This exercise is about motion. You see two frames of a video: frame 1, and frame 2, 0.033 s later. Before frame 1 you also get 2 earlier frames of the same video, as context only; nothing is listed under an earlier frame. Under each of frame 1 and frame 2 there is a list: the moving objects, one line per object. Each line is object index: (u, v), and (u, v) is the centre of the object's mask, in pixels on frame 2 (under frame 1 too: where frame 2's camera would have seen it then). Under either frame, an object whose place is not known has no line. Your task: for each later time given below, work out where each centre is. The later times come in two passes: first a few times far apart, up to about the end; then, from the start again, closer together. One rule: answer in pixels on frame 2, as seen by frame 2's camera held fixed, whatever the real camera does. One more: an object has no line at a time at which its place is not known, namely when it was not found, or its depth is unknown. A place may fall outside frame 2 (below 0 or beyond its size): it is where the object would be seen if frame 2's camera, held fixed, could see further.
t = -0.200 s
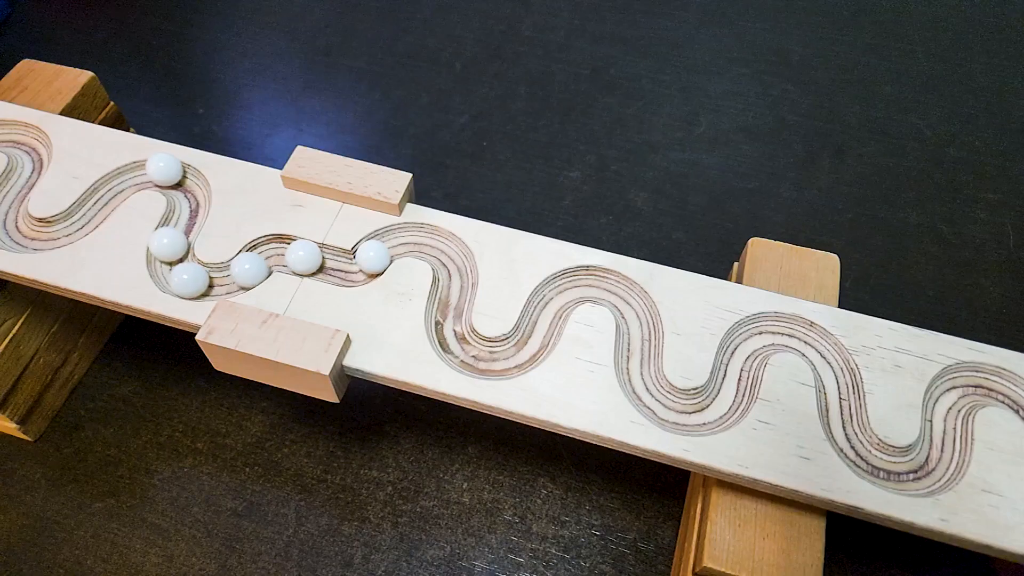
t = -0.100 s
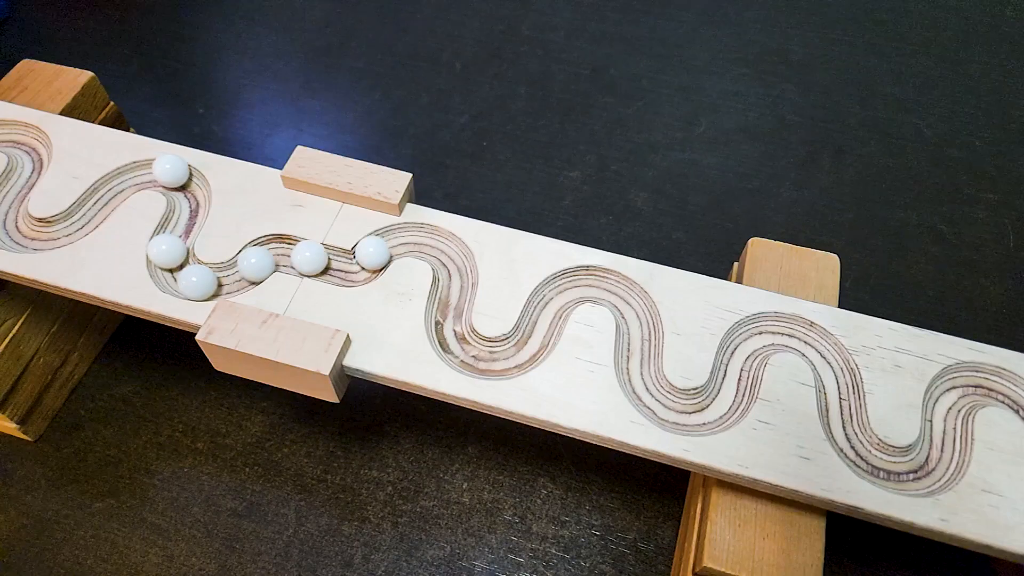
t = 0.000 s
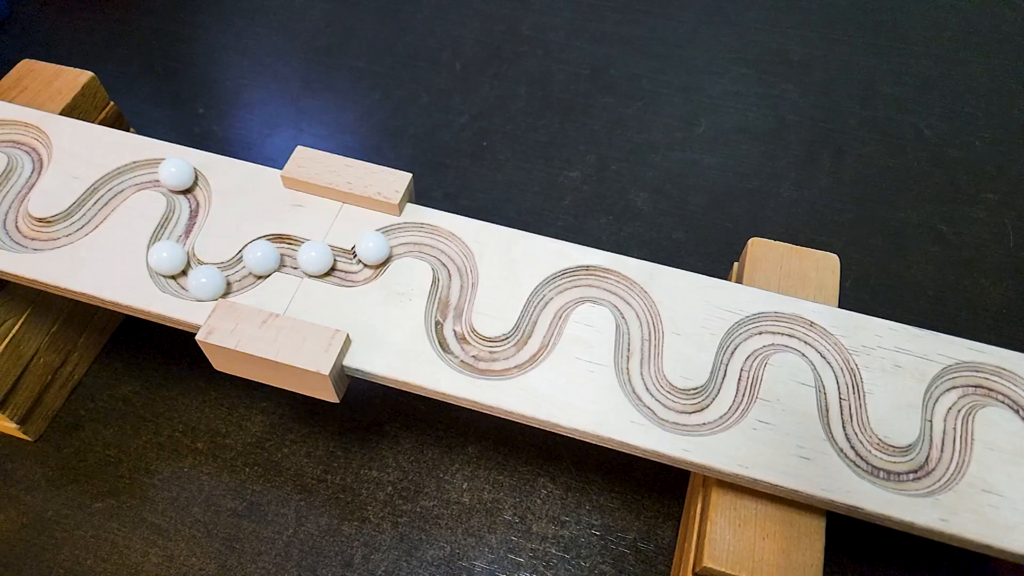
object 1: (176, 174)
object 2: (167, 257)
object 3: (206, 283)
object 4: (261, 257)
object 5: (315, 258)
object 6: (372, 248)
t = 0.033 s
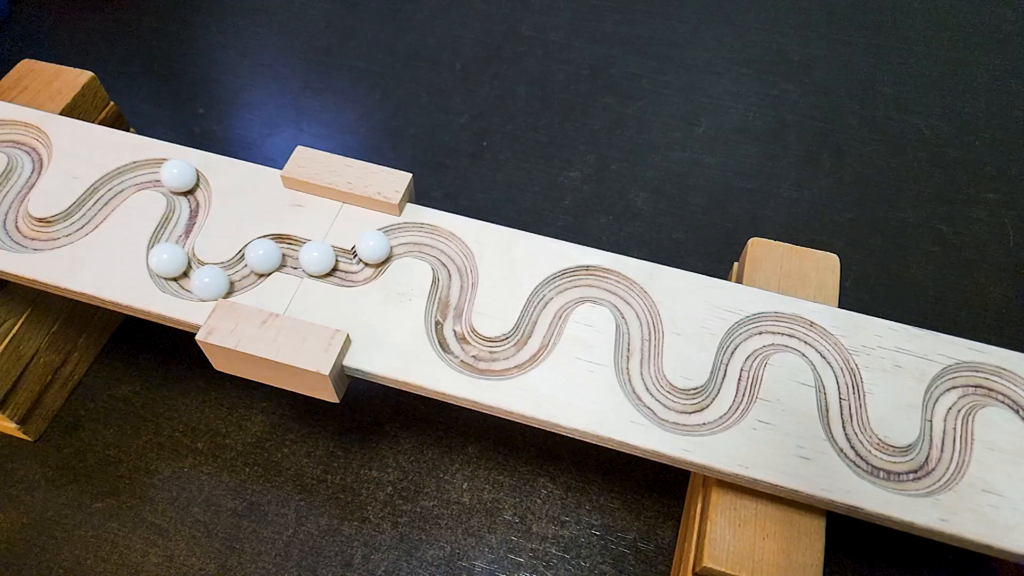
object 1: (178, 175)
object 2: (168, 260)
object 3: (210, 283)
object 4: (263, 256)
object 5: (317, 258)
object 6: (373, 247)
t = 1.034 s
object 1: (171, 236)
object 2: (235, 277)
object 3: (266, 250)
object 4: (315, 261)
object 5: (369, 261)
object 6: (412, 234)
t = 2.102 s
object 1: (213, 282)
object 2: (281, 247)
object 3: (324, 260)
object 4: (373, 257)
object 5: (411, 238)
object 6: (453, 258)
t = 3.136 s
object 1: (279, 240)
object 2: (334, 263)
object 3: (371, 257)
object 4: (402, 237)
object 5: (457, 262)
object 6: (445, 309)
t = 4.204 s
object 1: (331, 262)
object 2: (372, 258)
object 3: (421, 237)
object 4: (452, 253)
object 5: (446, 323)
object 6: (482, 357)
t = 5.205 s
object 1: (370, 255)
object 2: (403, 239)
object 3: (459, 271)
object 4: (448, 307)
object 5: (494, 360)
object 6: (540, 328)
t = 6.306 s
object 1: (412, 235)
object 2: (457, 259)
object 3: (451, 335)
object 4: (481, 358)
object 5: (545, 309)
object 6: (589, 280)
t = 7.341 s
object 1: (454, 261)
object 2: (446, 321)
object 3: (519, 355)
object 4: (541, 325)
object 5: (605, 283)
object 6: (642, 326)
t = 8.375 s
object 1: (446, 317)
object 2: (496, 359)
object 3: (554, 295)
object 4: (590, 280)
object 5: (639, 343)
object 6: (658, 401)
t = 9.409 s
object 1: (494, 358)
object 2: (545, 311)
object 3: (614, 288)
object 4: (643, 333)
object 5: (679, 411)
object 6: (738, 388)
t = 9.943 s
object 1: (531, 345)
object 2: (569, 285)
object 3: (641, 312)
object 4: (638, 373)
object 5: (725, 405)
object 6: (742, 344)
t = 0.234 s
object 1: (187, 185)
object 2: (174, 272)
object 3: (229, 280)
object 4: (272, 243)
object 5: (327, 260)
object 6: (378, 243)
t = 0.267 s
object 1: (188, 186)
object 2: (176, 273)
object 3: (232, 279)
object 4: (273, 242)
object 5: (329, 261)
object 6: (379, 243)
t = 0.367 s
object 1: (190, 192)
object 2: (181, 278)
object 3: (241, 274)
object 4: (277, 239)
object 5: (334, 263)
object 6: (383, 244)
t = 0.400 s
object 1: (191, 194)
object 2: (183, 279)
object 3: (244, 273)
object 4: (278, 239)
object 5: (336, 264)
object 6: (384, 244)
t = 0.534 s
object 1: (191, 202)
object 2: (194, 282)
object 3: (254, 265)
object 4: (284, 241)
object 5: (343, 267)
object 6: (391, 243)
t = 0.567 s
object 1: (190, 205)
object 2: (197, 282)
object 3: (255, 264)
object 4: (285, 242)
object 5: (345, 268)
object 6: (392, 242)
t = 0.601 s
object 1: (190, 206)
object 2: (200, 283)
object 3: (255, 264)
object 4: (287, 242)
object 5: (347, 268)
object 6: (394, 242)
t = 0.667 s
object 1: (188, 211)
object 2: (206, 282)
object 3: (255, 263)
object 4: (291, 244)
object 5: (351, 269)
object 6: (397, 241)
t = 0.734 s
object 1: (186, 215)
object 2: (213, 282)
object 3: (255, 261)
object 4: (295, 248)
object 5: (355, 269)
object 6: (400, 239)
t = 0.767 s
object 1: (185, 217)
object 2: (216, 281)
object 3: (254, 260)
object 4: (298, 249)
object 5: (356, 269)
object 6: (401, 239)
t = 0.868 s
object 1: (180, 224)
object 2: (226, 279)
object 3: (256, 257)
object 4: (305, 255)
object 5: (362, 267)
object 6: (405, 237)
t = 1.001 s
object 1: (173, 233)
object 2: (234, 278)
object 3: (264, 251)
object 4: (313, 260)
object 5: (368, 263)
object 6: (410, 234)
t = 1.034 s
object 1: (171, 236)
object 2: (235, 277)
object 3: (266, 250)
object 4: (315, 261)
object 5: (369, 261)
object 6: (412, 234)
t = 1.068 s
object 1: (169, 238)
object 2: (237, 276)
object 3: (268, 249)
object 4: (317, 262)
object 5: (369, 260)
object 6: (413, 234)
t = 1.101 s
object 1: (168, 240)
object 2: (239, 276)
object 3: (270, 248)
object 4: (319, 262)
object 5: (370, 259)
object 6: (415, 234)
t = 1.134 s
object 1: (166, 242)
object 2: (240, 275)
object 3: (272, 247)
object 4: (321, 263)
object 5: (371, 257)
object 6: (416, 235)
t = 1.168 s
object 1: (165, 244)
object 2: (242, 274)
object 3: (274, 246)
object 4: (323, 263)
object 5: (371, 256)
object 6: (417, 235)
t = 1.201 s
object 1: (165, 246)
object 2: (244, 273)
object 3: (276, 246)
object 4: (325, 264)
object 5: (372, 255)
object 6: (418, 236)
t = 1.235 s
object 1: (164, 248)
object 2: (245, 272)
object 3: (278, 246)
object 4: (328, 264)
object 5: (372, 253)
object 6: (420, 237)
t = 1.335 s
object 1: (164, 254)
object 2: (249, 269)
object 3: (283, 246)
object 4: (335, 264)
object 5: (374, 248)
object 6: (424, 239)
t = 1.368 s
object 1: (164, 256)
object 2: (251, 267)
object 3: (285, 247)
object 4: (338, 265)
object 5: (374, 247)
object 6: (426, 240)
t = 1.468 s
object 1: (167, 263)
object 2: (254, 263)
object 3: (290, 250)
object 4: (345, 265)
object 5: (377, 244)
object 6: (431, 242)
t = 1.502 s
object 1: (168, 265)
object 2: (255, 261)
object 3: (291, 251)
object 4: (349, 265)
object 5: (378, 243)
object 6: (433, 242)
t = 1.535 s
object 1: (170, 266)
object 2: (257, 260)
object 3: (293, 253)
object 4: (351, 265)
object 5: (380, 242)
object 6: (434, 243)
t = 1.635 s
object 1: (176, 272)
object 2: (260, 255)
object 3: (297, 256)
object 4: (359, 267)
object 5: (385, 242)
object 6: (439, 245)
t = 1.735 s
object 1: (182, 276)
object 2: (264, 251)
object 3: (302, 259)
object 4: (365, 265)
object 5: (390, 241)
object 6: (444, 246)
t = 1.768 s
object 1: (184, 278)
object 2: (265, 250)
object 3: (304, 259)
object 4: (366, 264)
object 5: (392, 241)
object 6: (446, 247)
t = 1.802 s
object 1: (187, 279)
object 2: (267, 248)
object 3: (306, 259)
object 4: (368, 263)
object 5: (394, 241)
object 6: (447, 247)
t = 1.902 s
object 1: (195, 281)
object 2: (271, 246)
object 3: (311, 260)
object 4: (370, 260)
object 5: (400, 240)
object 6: (451, 249)
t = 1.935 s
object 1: (198, 282)
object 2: (273, 246)
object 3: (313, 260)
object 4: (371, 259)
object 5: (401, 240)
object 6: (451, 251)
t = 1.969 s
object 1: (201, 282)
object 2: (275, 245)
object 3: (316, 260)
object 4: (372, 259)
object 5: (403, 239)
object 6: (452, 252)
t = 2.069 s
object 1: (210, 282)
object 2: (280, 246)
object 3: (322, 260)
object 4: (373, 257)
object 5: (409, 238)
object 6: (453, 256)
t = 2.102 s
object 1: (213, 282)
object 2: (281, 247)
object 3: (324, 260)
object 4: (373, 257)
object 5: (411, 238)
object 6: (453, 258)
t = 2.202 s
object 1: (224, 281)
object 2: (285, 251)
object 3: (331, 260)
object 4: (372, 254)
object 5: (417, 235)
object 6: (454, 263)
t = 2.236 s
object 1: (227, 280)
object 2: (287, 252)
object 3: (333, 260)
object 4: (371, 253)
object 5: (418, 235)
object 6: (454, 264)
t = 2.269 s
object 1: (230, 279)
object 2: (288, 253)
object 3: (335, 261)
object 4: (371, 251)
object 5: (420, 235)
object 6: (454, 266)
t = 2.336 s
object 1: (237, 276)
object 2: (291, 255)
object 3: (338, 263)
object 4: (372, 248)
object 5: (423, 235)
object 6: (454, 270)
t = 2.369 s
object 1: (239, 275)
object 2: (292, 256)
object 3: (340, 263)
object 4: (372, 247)
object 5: (425, 236)
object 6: (455, 272)
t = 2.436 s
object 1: (245, 272)
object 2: (295, 257)
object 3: (344, 265)
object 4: (374, 246)
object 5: (428, 237)
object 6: (455, 275)
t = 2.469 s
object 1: (248, 270)
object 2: (297, 257)
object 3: (346, 266)
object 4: (375, 245)
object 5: (430, 238)
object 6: (456, 277)
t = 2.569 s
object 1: (254, 264)
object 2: (302, 258)
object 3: (352, 269)
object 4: (378, 244)
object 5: (434, 242)
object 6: (456, 282)
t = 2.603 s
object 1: (256, 262)
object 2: (304, 258)
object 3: (354, 269)
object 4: (379, 244)
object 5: (435, 243)
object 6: (457, 283)
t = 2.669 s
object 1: (260, 258)
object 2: (308, 258)
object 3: (357, 269)
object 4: (382, 244)
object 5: (438, 245)
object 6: (456, 286)
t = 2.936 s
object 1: (271, 242)
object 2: (324, 258)
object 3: (367, 264)
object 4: (394, 241)
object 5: (451, 253)
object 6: (451, 299)
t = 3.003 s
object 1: (273, 240)
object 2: (328, 260)
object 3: (369, 262)
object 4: (397, 240)
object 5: (454, 256)
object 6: (448, 302)
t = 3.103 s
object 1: (277, 240)
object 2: (333, 262)
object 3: (370, 258)
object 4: (401, 238)
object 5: (456, 260)
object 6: (446, 307)
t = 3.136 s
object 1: (279, 240)
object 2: (334, 263)
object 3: (371, 257)
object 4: (402, 237)
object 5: (457, 262)
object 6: (445, 309)
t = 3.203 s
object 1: (282, 242)
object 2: (335, 265)
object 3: (373, 253)
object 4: (404, 236)
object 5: (457, 265)
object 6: (445, 312)
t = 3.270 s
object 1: (285, 245)
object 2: (337, 266)
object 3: (375, 250)
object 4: (407, 235)
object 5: (457, 269)
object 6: (445, 316)
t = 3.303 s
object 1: (287, 248)
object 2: (337, 267)
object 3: (376, 249)
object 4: (408, 235)
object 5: (457, 271)
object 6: (446, 317)
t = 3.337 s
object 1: (288, 250)
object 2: (338, 267)
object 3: (377, 247)
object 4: (410, 235)
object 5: (457, 273)
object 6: (446, 319)
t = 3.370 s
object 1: (289, 251)
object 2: (339, 267)
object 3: (378, 246)
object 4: (411, 235)
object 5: (456, 275)
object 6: (447, 321)
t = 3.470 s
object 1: (292, 255)
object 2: (343, 268)
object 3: (382, 243)
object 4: (416, 236)
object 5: (454, 280)
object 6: (449, 327)
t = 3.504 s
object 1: (294, 255)
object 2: (344, 268)
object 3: (383, 241)
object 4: (418, 237)
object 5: (454, 282)
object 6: (450, 329)
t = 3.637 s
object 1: (300, 257)
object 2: (350, 268)
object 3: (389, 239)
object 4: (425, 240)
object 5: (452, 289)
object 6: (453, 336)
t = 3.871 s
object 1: (313, 257)
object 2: (362, 266)
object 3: (401, 239)
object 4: (438, 244)
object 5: (451, 303)
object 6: (461, 348)
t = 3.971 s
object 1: (319, 257)
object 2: (367, 264)
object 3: (407, 239)
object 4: (444, 246)
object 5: (450, 308)
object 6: (466, 352)
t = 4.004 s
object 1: (321, 257)
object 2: (368, 263)
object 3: (409, 238)
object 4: (445, 246)
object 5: (450, 310)
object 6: (468, 353)
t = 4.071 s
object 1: (325, 258)
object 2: (370, 261)
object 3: (413, 238)
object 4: (448, 248)
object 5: (449, 315)
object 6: (473, 355)
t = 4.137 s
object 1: (328, 260)
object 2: (371, 259)
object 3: (417, 237)
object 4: (450, 250)
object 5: (448, 319)
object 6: (477, 356)
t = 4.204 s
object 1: (331, 262)
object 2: (372, 258)
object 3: (421, 237)
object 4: (452, 253)
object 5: (446, 323)
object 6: (482, 357)
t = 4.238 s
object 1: (333, 263)
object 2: (373, 257)
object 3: (423, 236)
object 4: (453, 254)
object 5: (446, 324)
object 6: (484, 358)
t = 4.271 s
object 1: (335, 263)
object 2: (373, 256)
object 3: (425, 236)
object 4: (453, 256)
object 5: (446, 326)
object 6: (487, 358)
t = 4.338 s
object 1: (338, 265)
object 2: (373, 255)
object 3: (428, 236)
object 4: (454, 260)
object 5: (446, 329)
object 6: (492, 358)
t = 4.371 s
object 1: (339, 266)
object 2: (373, 254)
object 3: (430, 237)
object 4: (454, 261)
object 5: (447, 331)
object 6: (495, 358)
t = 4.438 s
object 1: (343, 268)
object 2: (373, 251)
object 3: (433, 238)
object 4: (455, 265)
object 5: (448, 334)
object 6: (500, 358)
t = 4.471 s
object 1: (345, 268)
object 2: (373, 250)
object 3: (434, 240)
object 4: (455, 266)
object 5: (449, 336)
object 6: (502, 358)
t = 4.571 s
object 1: (350, 269)
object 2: (374, 246)
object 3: (438, 243)
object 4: (455, 272)
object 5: (454, 341)
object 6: (510, 357)
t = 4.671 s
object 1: (356, 269)
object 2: (377, 244)
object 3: (442, 247)
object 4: (456, 278)
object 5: (459, 344)
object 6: (518, 355)
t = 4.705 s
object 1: (357, 268)
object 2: (377, 243)
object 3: (444, 248)
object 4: (456, 280)
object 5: (461, 346)
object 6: (520, 354)
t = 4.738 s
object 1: (359, 267)
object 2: (378, 242)
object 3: (445, 249)
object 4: (456, 282)
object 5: (463, 347)
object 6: (522, 353)
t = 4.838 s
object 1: (363, 266)
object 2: (384, 241)
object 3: (450, 253)
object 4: (456, 287)
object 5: (469, 352)
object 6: (528, 349)
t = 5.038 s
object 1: (369, 261)
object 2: (394, 240)
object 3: (456, 262)
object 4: (452, 298)
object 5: (482, 358)
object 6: (536, 338)
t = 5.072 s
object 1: (369, 260)
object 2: (396, 240)
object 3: (457, 264)
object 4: (451, 300)
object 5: (484, 359)
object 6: (537, 337)
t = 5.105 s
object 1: (369, 259)
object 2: (398, 240)
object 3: (458, 265)
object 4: (450, 301)
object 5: (487, 359)
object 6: (538, 334)
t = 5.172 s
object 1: (370, 256)
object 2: (401, 239)
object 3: (458, 269)
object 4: (448, 305)
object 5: (492, 360)
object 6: (539, 330)
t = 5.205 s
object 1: (370, 255)
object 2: (403, 239)
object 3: (459, 271)
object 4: (448, 307)
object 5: (494, 360)
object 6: (540, 328)
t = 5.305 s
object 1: (371, 252)
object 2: (408, 237)
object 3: (459, 276)
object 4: (445, 312)
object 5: (502, 359)
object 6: (541, 321)
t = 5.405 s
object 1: (373, 248)
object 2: (414, 236)
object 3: (457, 282)
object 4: (445, 317)
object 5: (509, 357)
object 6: (543, 315)
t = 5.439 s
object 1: (374, 248)
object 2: (416, 235)
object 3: (456, 283)
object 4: (445, 319)
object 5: (512, 356)
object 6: (544, 312)
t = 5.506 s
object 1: (376, 247)
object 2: (419, 236)
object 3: (454, 287)
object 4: (447, 323)
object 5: (517, 354)
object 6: (546, 308)
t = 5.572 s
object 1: (379, 246)
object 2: (423, 236)
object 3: (452, 290)
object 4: (448, 326)
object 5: (522, 352)
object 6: (547, 304)
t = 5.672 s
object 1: (383, 245)
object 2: (428, 239)
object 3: (449, 296)
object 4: (451, 332)
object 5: (528, 348)
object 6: (551, 299)
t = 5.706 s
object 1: (385, 244)
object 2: (430, 240)
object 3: (448, 298)
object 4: (452, 334)
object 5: (530, 346)
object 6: (553, 298)
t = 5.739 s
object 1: (386, 244)
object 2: (432, 241)
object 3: (448, 299)
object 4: (453, 336)
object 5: (532, 345)
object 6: (554, 296)
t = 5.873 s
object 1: (392, 242)
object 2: (438, 244)
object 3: (447, 307)
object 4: (457, 344)
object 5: (537, 338)
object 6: (560, 290)
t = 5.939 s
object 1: (395, 241)
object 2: (442, 247)
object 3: (447, 312)
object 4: (459, 347)
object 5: (539, 333)
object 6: (564, 288)
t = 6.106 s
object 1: (403, 237)
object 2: (451, 251)
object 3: (448, 322)
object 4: (468, 353)
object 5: (542, 323)
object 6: (575, 283)
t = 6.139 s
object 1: (404, 237)
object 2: (452, 253)
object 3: (448, 324)
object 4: (470, 354)
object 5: (543, 321)
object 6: (577, 282)
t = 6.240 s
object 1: (409, 235)
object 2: (455, 256)
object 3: (450, 331)
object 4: (476, 356)
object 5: (544, 313)
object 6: (584, 280)
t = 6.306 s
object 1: (412, 235)
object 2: (457, 259)
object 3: (451, 335)
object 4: (481, 358)
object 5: (545, 309)
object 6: (589, 280)
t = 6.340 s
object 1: (413, 235)
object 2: (457, 261)
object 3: (451, 337)
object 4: (484, 358)
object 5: (545, 307)
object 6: (591, 280)
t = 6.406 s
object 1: (416, 235)
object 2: (458, 265)
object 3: (453, 341)
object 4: (488, 358)
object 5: (547, 304)
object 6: (596, 280)
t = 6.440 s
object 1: (418, 236)
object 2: (458, 267)
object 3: (454, 342)
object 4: (491, 358)
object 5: (549, 302)
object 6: (598, 280)
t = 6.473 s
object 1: (420, 236)
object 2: (458, 269)
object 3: (455, 344)
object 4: (494, 358)
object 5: (550, 301)
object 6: (601, 281)
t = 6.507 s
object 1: (422, 237)
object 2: (457, 271)
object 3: (457, 346)
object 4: (497, 358)
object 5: (551, 299)
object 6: (603, 282)
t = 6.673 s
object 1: (430, 239)
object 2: (455, 281)
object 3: (466, 352)
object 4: (510, 357)
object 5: (559, 291)
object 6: (615, 287)
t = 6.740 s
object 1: (433, 241)
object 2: (454, 285)
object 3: (471, 354)
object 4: (516, 355)
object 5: (563, 288)
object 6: (620, 290)
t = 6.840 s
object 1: (438, 242)
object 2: (453, 291)
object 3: (479, 356)
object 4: (522, 352)
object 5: (569, 284)
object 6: (627, 294)
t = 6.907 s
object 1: (442, 244)
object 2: (452, 295)
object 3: (484, 357)
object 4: (526, 350)
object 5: (573, 283)
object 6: (630, 297)
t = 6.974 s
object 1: (444, 246)
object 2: (451, 299)
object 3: (489, 358)
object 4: (530, 347)
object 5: (577, 281)
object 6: (634, 300)
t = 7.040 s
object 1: (447, 248)
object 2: (451, 303)
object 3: (496, 359)
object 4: (533, 344)
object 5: (582, 281)
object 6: (637, 304)
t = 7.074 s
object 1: (448, 249)
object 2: (450, 305)
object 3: (498, 359)
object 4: (534, 342)
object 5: (584, 281)
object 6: (637, 306)
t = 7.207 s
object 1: (452, 254)
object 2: (448, 313)
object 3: (509, 358)
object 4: (537, 334)
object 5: (594, 281)
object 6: (641, 316)
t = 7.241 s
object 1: (453, 256)
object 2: (447, 315)
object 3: (512, 357)
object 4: (539, 332)
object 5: (597, 282)
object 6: (641, 318)
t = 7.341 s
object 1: (454, 261)
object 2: (446, 321)
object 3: (519, 355)
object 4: (541, 325)
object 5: (605, 283)
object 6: (642, 326)
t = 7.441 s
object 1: (455, 266)
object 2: (446, 326)
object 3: (525, 351)
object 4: (543, 318)
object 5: (612, 286)
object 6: (641, 334)
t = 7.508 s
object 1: (455, 270)
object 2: (447, 330)
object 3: (528, 347)
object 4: (545, 315)
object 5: (617, 288)
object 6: (641, 339)
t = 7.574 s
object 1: (456, 274)
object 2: (449, 333)
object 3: (532, 343)
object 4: (546, 310)
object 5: (622, 291)
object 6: (640, 343)
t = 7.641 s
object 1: (456, 277)
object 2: (452, 336)
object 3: (534, 339)
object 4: (548, 307)
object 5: (626, 293)
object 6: (639, 349)
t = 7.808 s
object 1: (456, 286)
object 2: (460, 345)
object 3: (540, 328)
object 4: (553, 296)
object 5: (635, 302)
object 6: (637, 362)
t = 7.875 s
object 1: (455, 289)
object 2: (463, 348)
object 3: (542, 324)
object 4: (556, 292)
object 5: (638, 307)
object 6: (637, 367)
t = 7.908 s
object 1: (454, 291)
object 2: (465, 350)
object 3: (543, 322)
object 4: (558, 291)
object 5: (639, 309)
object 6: (637, 370)
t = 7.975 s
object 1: (453, 295)
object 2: (469, 353)
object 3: (545, 317)
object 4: (561, 288)
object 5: (641, 313)
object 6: (638, 375)
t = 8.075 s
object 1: (451, 300)
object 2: (475, 356)
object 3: (547, 311)
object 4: (567, 285)
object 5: (642, 321)
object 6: (640, 382)
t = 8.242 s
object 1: (447, 310)
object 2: (486, 360)
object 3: (550, 301)
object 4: (579, 281)
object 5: (641, 333)
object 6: (648, 393)
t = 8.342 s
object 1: (446, 315)
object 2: (493, 360)
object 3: (553, 296)
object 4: (587, 280)
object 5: (640, 341)
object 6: (656, 399)
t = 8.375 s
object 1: (446, 317)
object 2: (496, 359)
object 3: (554, 295)
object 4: (590, 280)
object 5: (639, 343)
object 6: (658, 401)
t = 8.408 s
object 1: (446, 319)
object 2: (498, 359)
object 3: (555, 294)
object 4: (592, 280)
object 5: (639, 346)
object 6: (660, 403)
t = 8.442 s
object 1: (446, 321)
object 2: (501, 358)
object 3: (556, 293)
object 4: (595, 281)
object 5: (638, 348)
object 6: (663, 404)
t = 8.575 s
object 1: (449, 329)
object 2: (512, 355)
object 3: (563, 289)
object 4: (606, 282)
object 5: (636, 358)
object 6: (675, 410)
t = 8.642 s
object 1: (451, 333)
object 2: (517, 354)
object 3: (566, 287)
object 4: (611, 285)
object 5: (636, 363)
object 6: (682, 412)
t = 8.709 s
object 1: (453, 336)
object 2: (522, 352)
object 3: (570, 286)
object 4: (616, 287)
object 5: (637, 368)
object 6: (688, 413)
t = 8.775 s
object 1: (455, 340)
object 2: (526, 350)
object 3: (574, 284)
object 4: (621, 291)
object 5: (639, 374)
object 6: (695, 414)
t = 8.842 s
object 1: (458, 344)
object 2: (530, 347)
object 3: (578, 283)
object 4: (626, 294)
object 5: (641, 379)
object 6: (701, 414)
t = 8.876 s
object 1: (459, 346)
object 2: (532, 345)
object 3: (580, 282)
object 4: (628, 295)
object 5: (642, 381)
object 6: (704, 414)
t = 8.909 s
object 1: (461, 347)
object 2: (534, 343)
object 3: (582, 282)
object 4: (630, 297)
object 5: (643, 384)
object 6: (707, 414)
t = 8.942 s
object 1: (462, 349)
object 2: (535, 341)
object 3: (585, 281)
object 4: (632, 299)
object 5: (645, 386)
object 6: (710, 413)
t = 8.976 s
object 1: (464, 350)
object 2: (536, 340)
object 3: (587, 281)
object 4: (634, 301)
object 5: (646, 389)
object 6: (713, 412)
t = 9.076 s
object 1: (469, 354)
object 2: (539, 334)
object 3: (593, 280)
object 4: (638, 307)
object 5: (652, 395)
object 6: (721, 409)
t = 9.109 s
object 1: (472, 355)
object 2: (539, 332)
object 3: (595, 280)
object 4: (639, 310)
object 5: (654, 397)
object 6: (723, 407)
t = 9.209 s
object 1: (478, 357)
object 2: (541, 325)
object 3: (601, 281)
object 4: (642, 317)
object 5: (661, 403)
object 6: (730, 402)
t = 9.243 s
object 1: (481, 358)
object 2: (542, 323)
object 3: (604, 282)
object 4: (642, 320)
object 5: (664, 404)
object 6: (732, 399)
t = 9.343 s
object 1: (488, 359)
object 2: (544, 316)
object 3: (609, 285)
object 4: (643, 327)
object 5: (673, 409)
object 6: (735, 393)
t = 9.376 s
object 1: (491, 359)
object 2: (544, 314)
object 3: (612, 287)
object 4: (643, 330)
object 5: (676, 410)
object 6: (737, 390)
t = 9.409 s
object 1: (494, 358)
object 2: (545, 311)
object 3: (614, 288)
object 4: (643, 333)
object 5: (679, 411)
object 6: (738, 388)
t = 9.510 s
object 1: (501, 358)
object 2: (548, 305)
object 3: (620, 291)
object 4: (641, 340)
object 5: (689, 414)
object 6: (740, 379)
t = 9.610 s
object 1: (509, 356)
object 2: (551, 300)
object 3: (626, 295)
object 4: (639, 347)
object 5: (698, 414)
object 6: (740, 371)
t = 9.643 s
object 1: (512, 356)
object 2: (552, 298)
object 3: (628, 297)
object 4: (638, 350)
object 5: (701, 414)
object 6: (740, 368)
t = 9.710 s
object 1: (517, 354)
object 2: (555, 294)
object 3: (632, 300)
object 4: (637, 356)
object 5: (707, 414)
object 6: (739, 363)
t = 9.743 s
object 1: (519, 353)
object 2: (557, 293)
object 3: (634, 302)
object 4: (637, 358)
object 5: (710, 413)
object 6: (739, 360)
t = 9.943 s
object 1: (531, 345)
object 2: (569, 285)
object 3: (641, 312)
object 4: (638, 373)
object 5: (725, 405)
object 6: (742, 344)
